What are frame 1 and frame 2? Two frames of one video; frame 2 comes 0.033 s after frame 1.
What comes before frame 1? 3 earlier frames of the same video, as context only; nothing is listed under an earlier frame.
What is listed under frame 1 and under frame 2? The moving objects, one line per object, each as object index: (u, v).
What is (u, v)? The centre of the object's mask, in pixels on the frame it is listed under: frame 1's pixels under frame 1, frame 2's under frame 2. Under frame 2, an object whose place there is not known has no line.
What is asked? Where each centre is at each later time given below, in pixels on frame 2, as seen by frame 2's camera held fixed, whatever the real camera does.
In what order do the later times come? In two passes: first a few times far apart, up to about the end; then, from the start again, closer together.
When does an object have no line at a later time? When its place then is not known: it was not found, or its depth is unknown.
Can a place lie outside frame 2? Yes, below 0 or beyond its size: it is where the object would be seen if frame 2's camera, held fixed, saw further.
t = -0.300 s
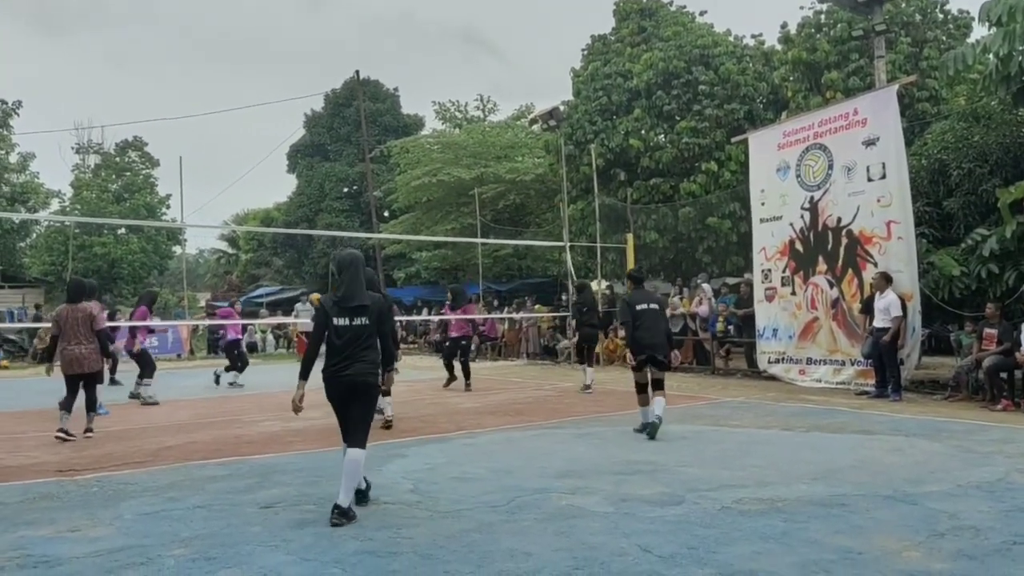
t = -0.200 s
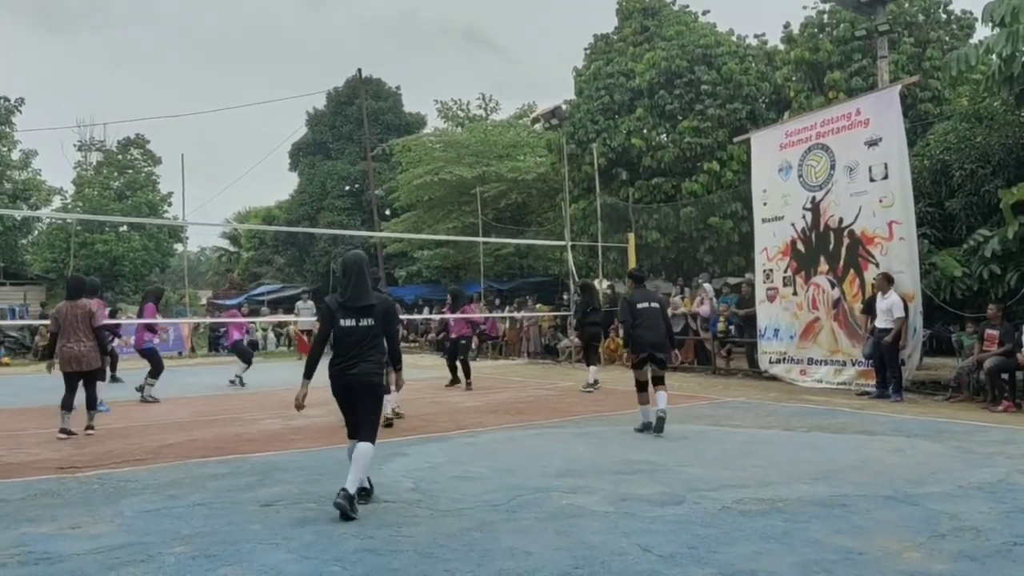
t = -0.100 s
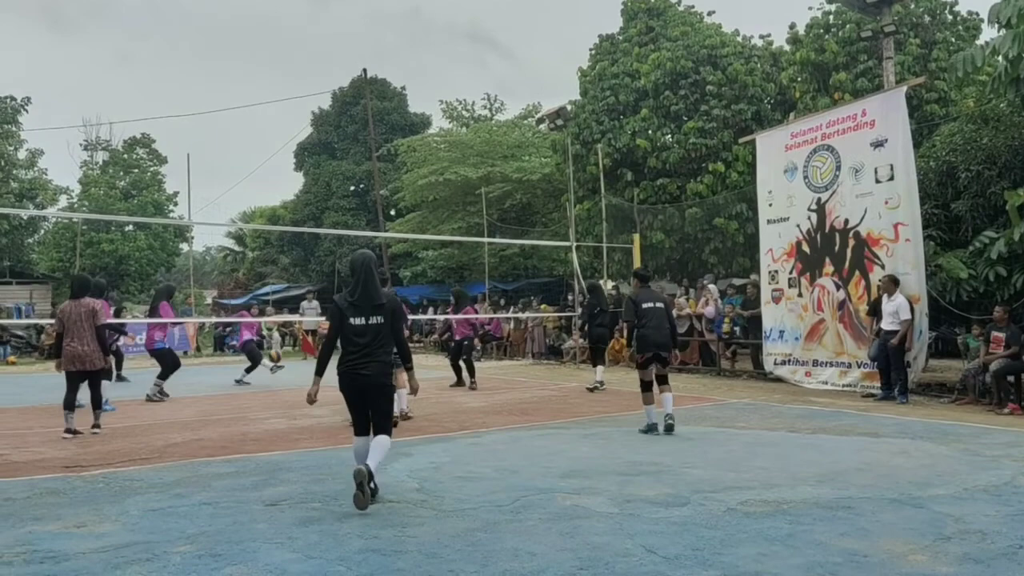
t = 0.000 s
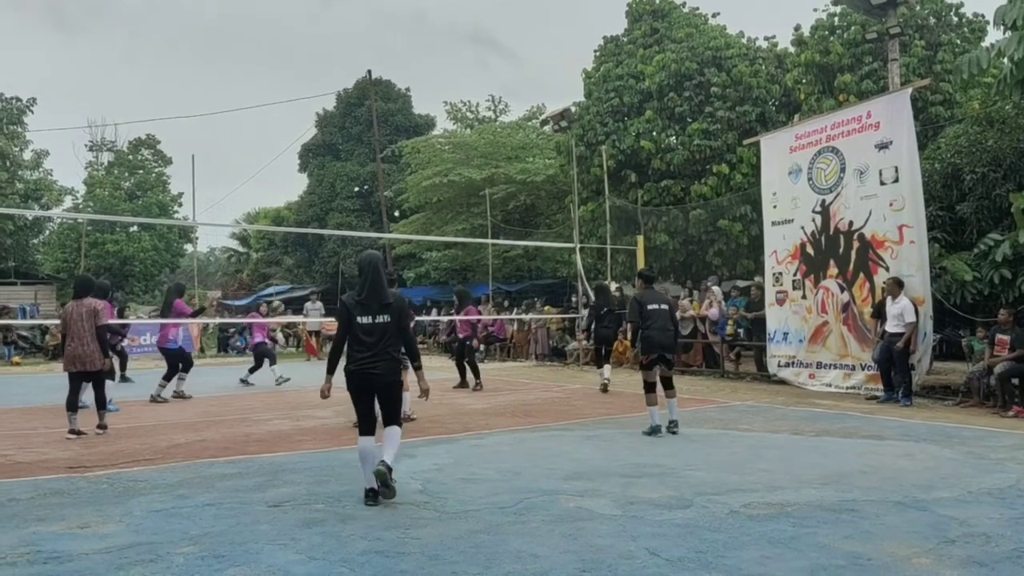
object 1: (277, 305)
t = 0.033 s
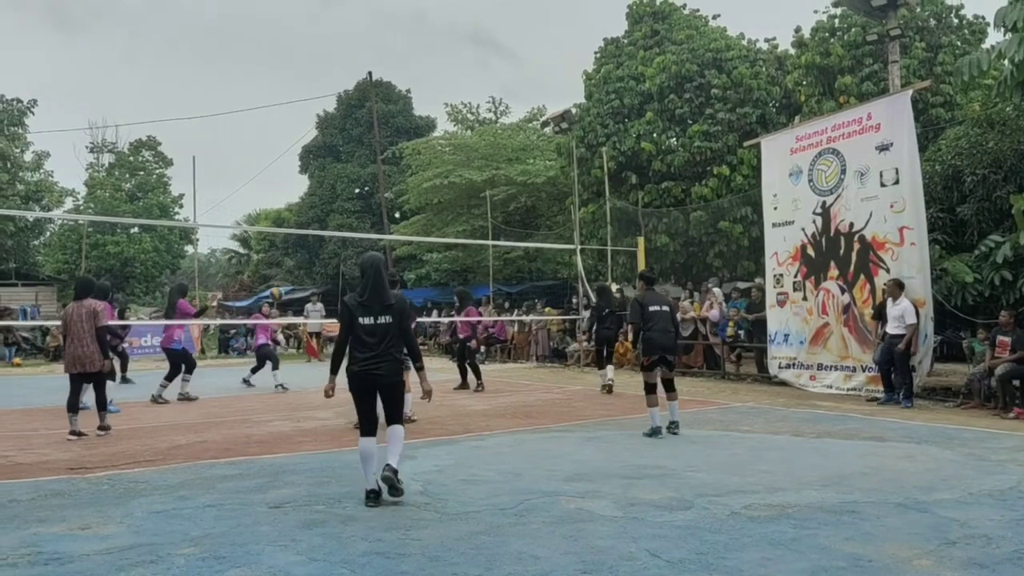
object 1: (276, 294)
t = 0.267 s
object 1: (269, 201)
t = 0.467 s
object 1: (259, 146)
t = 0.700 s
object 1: (245, 112)
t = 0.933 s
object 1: (229, 118)
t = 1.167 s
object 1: (211, 176)
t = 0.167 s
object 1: (274, 236)
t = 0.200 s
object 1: (272, 223)
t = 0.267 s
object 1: (269, 201)
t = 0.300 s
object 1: (267, 191)
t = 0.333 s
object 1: (266, 181)
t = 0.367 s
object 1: (264, 171)
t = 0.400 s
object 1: (262, 162)
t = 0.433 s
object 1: (261, 153)
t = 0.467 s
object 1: (259, 146)
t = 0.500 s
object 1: (257, 139)
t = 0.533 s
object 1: (256, 132)
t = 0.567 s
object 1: (253, 127)
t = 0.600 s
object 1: (251, 122)
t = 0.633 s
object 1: (250, 118)
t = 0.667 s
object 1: (247, 114)
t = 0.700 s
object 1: (245, 112)
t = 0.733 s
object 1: (243, 110)
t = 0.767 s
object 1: (241, 109)
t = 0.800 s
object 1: (238, 109)
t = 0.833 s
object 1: (236, 110)
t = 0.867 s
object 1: (234, 112)
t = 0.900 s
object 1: (231, 115)
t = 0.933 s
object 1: (229, 118)
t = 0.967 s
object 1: (226, 123)
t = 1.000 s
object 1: (223, 129)
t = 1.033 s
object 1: (221, 136)
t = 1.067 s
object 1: (218, 144)
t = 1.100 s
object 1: (216, 154)
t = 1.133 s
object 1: (213, 165)
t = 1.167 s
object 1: (211, 176)
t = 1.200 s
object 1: (208, 189)
